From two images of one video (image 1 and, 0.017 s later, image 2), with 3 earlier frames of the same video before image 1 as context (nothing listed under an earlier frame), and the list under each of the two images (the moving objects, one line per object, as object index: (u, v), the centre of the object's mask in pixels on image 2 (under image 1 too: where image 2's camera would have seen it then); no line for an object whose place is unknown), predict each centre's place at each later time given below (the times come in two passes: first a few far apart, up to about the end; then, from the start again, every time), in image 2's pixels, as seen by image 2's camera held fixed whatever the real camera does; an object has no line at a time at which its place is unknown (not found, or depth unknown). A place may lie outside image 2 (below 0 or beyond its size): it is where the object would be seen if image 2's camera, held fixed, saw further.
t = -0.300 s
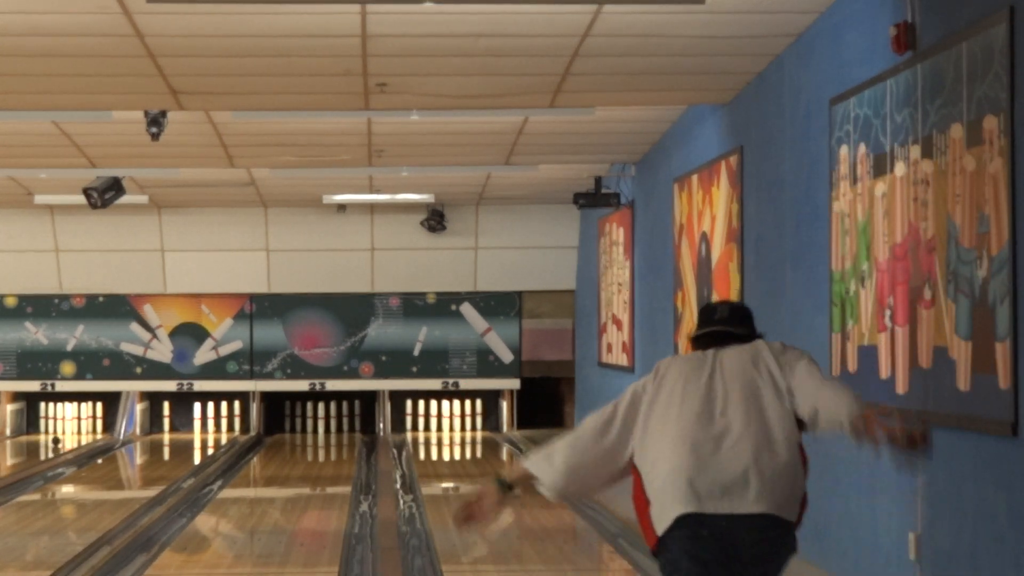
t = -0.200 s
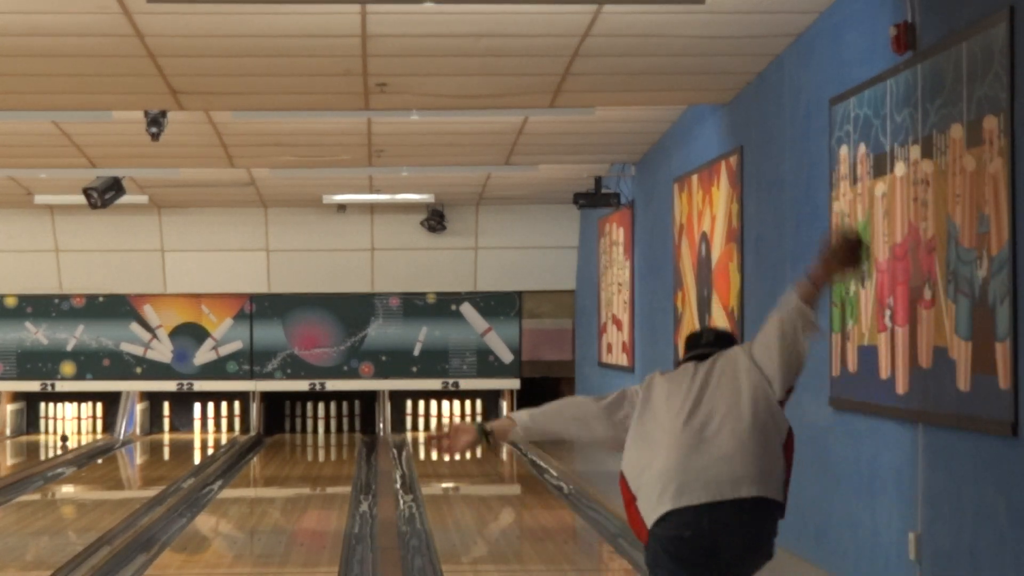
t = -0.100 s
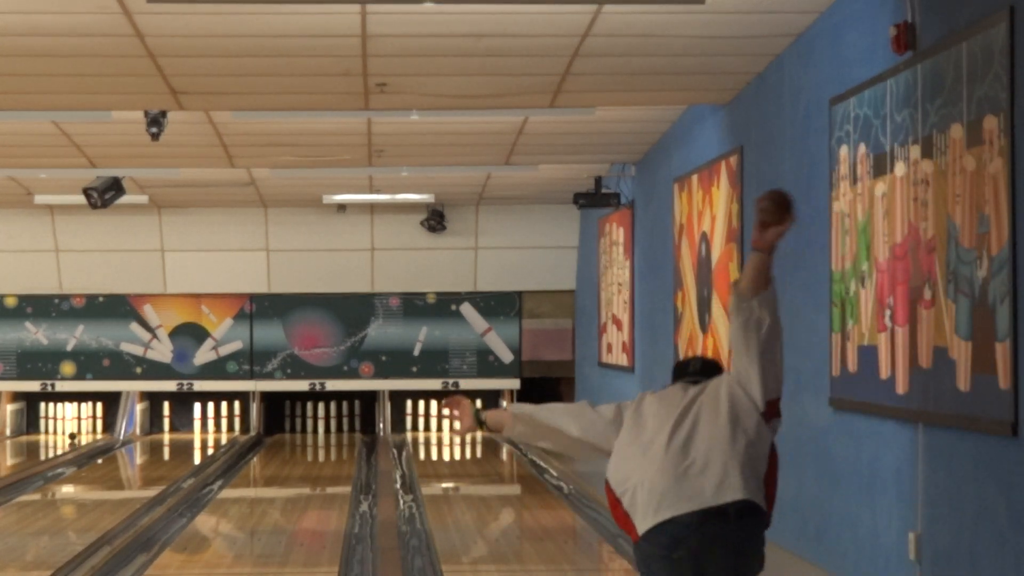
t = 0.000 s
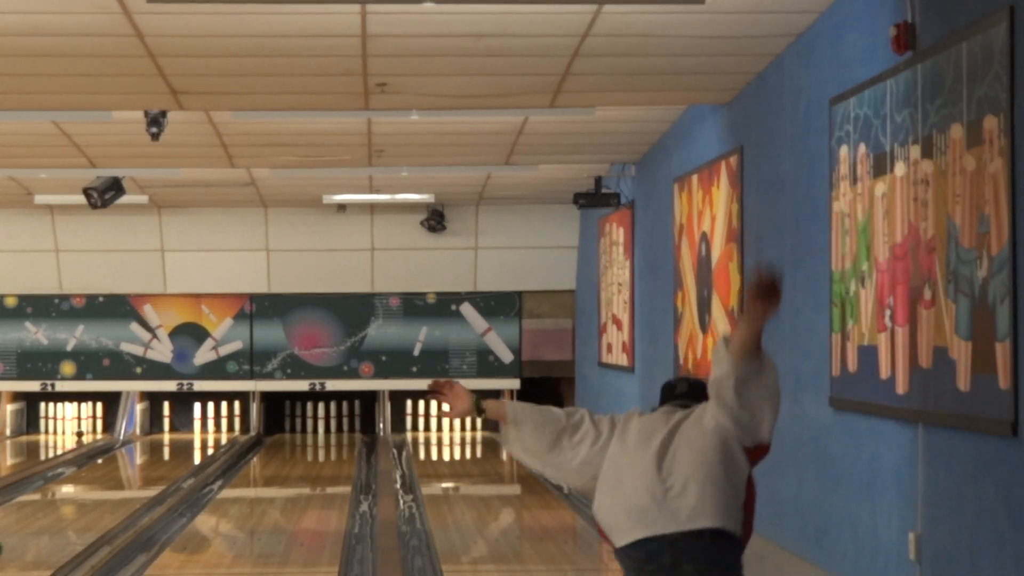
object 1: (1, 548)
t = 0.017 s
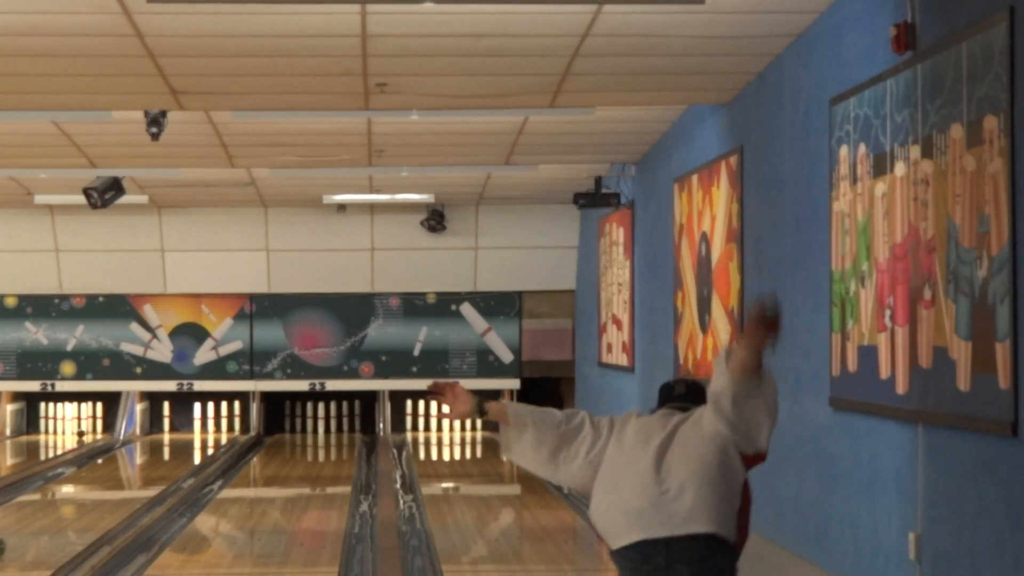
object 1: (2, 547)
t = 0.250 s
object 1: (39, 519)
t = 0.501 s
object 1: (70, 496)
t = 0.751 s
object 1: (93, 485)
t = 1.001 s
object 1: (113, 467)
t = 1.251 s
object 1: (128, 458)
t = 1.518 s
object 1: (142, 449)
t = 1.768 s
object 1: (153, 441)
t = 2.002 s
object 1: (163, 433)
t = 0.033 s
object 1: (4, 545)
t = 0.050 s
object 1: (5, 543)
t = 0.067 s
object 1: (7, 540)
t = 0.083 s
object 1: (10, 539)
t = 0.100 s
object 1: (12, 536)
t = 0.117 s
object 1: (15, 534)
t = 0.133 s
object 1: (18, 532)
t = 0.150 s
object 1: (22, 530)
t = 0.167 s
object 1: (25, 529)
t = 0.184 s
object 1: (27, 526)
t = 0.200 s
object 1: (30, 524)
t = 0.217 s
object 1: (32, 522)
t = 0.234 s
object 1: (35, 520)
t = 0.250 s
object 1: (39, 519)
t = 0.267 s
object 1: (41, 516)
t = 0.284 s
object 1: (43, 515)
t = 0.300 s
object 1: (45, 513)
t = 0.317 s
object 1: (48, 512)
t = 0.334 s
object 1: (50, 511)
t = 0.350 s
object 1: (52, 509)
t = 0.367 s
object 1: (54, 507)
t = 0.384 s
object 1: (56, 506)
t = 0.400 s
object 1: (59, 504)
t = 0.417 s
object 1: (61, 502)
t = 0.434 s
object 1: (62, 502)
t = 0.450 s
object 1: (64, 500)
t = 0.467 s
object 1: (66, 499)
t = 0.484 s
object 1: (68, 498)
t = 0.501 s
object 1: (70, 496)
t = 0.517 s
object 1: (72, 495)
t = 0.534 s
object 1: (74, 494)
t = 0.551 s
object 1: (76, 493)
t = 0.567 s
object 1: (77, 492)
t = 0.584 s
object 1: (79, 491)
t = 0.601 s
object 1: (81, 489)
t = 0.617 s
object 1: (82, 489)
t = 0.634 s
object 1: (84, 487)
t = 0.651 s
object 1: (85, 489)
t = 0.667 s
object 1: (86, 488)
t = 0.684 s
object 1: (88, 487)
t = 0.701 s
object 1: (90, 485)
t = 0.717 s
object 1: (90, 485)
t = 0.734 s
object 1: (92, 485)
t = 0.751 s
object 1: (93, 485)
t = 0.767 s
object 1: (94, 483)
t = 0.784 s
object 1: (95, 483)
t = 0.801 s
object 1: (98, 480)
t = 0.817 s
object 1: (100, 479)
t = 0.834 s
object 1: (100, 478)
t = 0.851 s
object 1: (102, 477)
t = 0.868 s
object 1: (104, 475)
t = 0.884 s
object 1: (104, 476)
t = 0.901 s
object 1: (106, 473)
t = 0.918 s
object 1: (107, 472)
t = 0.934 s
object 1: (108, 471)
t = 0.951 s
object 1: (108, 471)
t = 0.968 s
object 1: (110, 470)
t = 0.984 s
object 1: (111, 468)
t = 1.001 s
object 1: (113, 467)
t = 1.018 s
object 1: (113, 467)
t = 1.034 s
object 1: (114, 466)
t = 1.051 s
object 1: (116, 465)
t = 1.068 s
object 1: (117, 465)
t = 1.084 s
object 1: (117, 465)
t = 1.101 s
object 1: (119, 464)
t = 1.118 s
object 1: (120, 463)
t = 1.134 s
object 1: (121, 462)
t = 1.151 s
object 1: (122, 462)
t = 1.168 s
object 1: (123, 461)
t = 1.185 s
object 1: (124, 460)
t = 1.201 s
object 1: (125, 461)
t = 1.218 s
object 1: (126, 460)
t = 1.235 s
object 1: (127, 459)
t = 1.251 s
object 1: (128, 458)
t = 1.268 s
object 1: (129, 457)
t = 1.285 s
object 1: (130, 457)
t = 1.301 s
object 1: (131, 456)
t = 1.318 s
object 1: (131, 456)
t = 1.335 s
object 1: (132, 455)
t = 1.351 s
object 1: (133, 453)
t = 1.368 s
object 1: (134, 454)
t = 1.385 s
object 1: (134, 454)
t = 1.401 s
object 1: (136, 453)
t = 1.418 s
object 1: (139, 451)
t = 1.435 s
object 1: (138, 450)
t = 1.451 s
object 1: (139, 450)
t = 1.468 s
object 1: (139, 450)
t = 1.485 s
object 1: (140, 451)
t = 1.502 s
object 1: (141, 450)
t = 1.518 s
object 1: (142, 449)
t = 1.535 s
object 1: (143, 448)
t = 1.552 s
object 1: (143, 449)
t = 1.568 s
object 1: (144, 448)
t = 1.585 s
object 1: (144, 448)
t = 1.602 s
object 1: (146, 447)
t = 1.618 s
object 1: (147, 446)
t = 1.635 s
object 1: (148, 446)
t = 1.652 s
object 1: (148, 445)
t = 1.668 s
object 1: (149, 445)
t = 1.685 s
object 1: (149, 444)
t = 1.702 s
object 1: (149, 442)
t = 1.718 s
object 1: (150, 443)
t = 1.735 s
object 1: (152, 442)
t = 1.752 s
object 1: (152, 442)
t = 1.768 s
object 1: (153, 441)
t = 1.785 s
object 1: (153, 441)
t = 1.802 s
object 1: (154, 441)
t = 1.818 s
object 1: (154, 441)
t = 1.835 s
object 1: (156, 440)
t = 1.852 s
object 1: (156, 439)
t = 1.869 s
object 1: (157, 438)
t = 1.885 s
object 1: (157, 438)
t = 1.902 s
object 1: (158, 437)
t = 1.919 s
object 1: (159, 440)
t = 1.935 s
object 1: (159, 436)
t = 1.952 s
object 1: (161, 435)
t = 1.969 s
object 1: (161, 435)
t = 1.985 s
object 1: (162, 435)
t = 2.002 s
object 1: (163, 433)
